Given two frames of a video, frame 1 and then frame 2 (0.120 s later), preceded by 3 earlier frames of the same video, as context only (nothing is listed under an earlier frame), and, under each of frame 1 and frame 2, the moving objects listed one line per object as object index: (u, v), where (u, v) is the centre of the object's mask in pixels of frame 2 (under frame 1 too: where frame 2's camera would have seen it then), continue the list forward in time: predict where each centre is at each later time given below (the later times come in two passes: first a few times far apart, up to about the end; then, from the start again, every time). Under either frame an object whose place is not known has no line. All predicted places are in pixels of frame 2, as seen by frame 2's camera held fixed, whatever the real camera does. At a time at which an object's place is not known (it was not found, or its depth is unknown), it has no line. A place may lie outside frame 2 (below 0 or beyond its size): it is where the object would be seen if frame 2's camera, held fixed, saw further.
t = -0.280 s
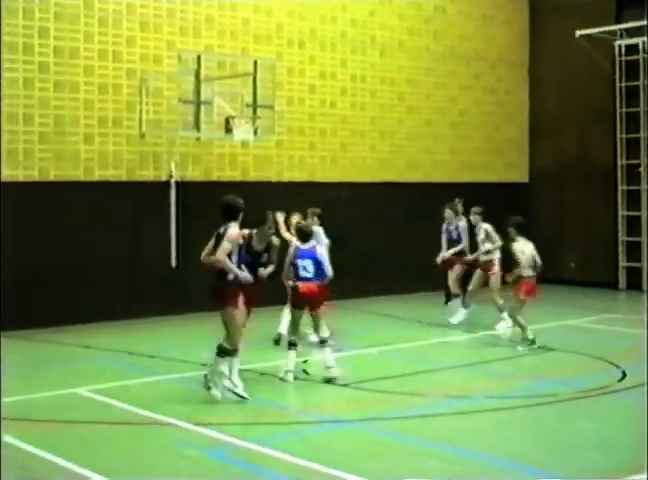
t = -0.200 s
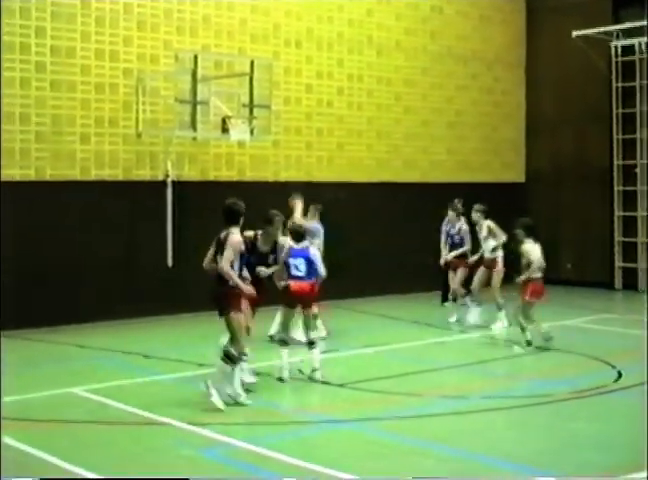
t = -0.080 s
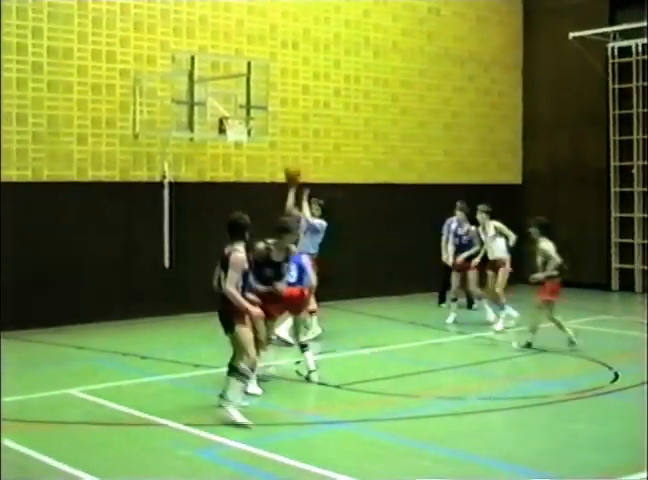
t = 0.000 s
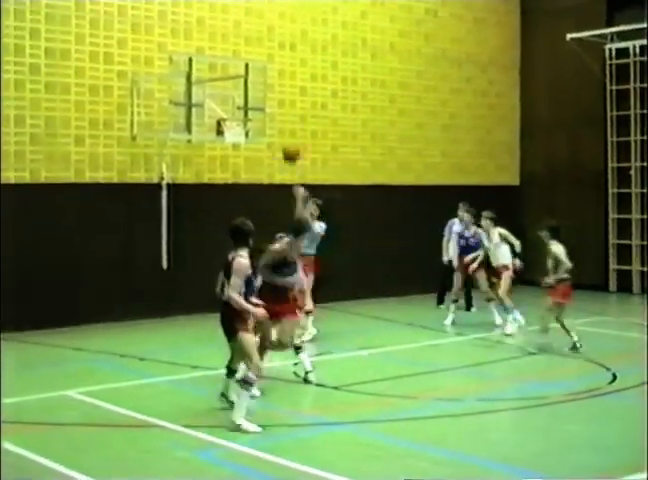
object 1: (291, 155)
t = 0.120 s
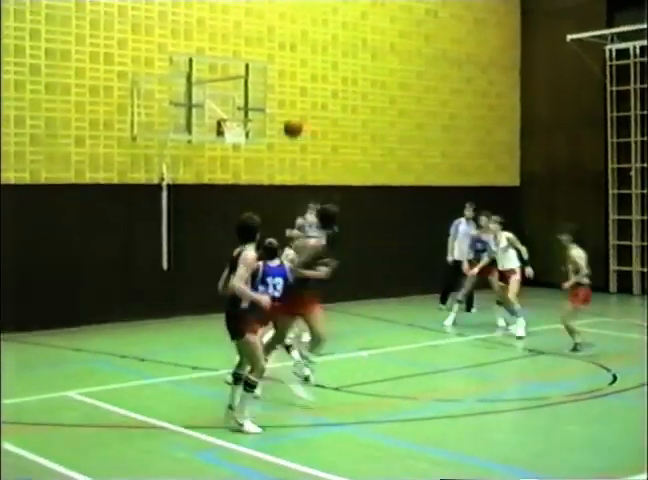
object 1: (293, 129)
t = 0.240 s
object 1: (295, 110)
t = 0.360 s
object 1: (297, 103)
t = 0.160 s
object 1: (293, 122)
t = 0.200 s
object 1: (294, 116)
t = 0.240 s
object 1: (295, 110)
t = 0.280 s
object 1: (295, 106)
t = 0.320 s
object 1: (296, 104)
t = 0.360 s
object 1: (297, 103)
